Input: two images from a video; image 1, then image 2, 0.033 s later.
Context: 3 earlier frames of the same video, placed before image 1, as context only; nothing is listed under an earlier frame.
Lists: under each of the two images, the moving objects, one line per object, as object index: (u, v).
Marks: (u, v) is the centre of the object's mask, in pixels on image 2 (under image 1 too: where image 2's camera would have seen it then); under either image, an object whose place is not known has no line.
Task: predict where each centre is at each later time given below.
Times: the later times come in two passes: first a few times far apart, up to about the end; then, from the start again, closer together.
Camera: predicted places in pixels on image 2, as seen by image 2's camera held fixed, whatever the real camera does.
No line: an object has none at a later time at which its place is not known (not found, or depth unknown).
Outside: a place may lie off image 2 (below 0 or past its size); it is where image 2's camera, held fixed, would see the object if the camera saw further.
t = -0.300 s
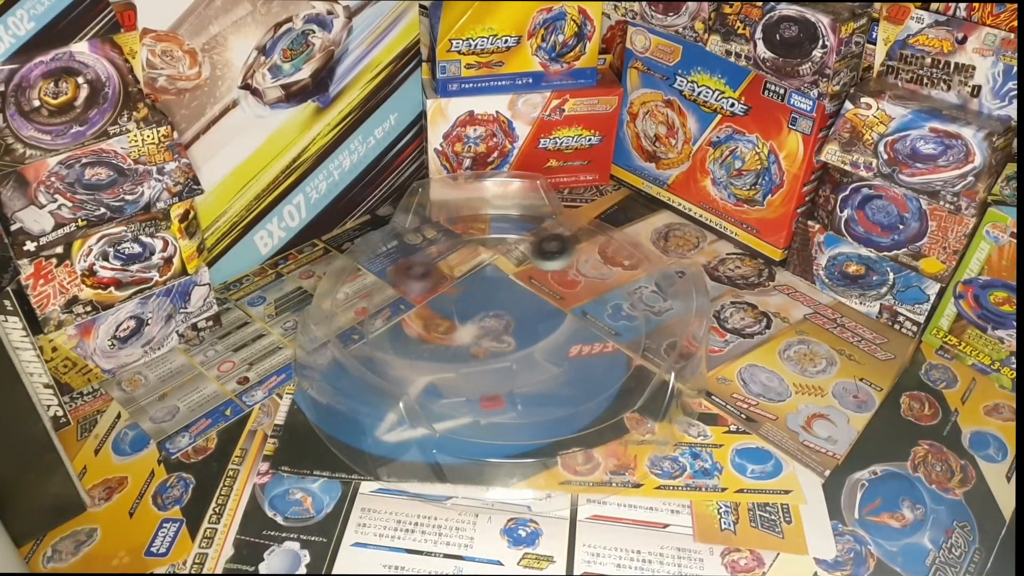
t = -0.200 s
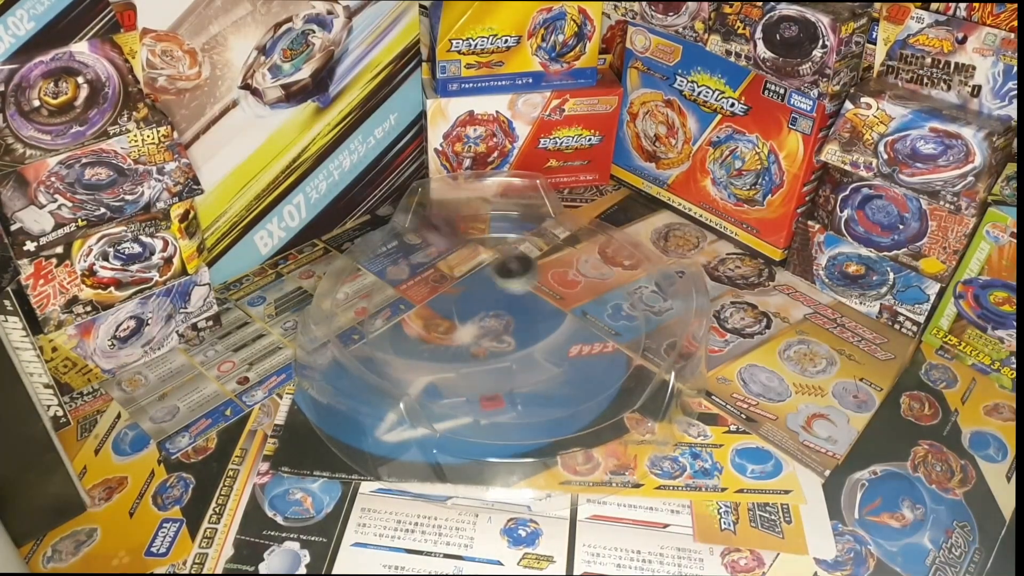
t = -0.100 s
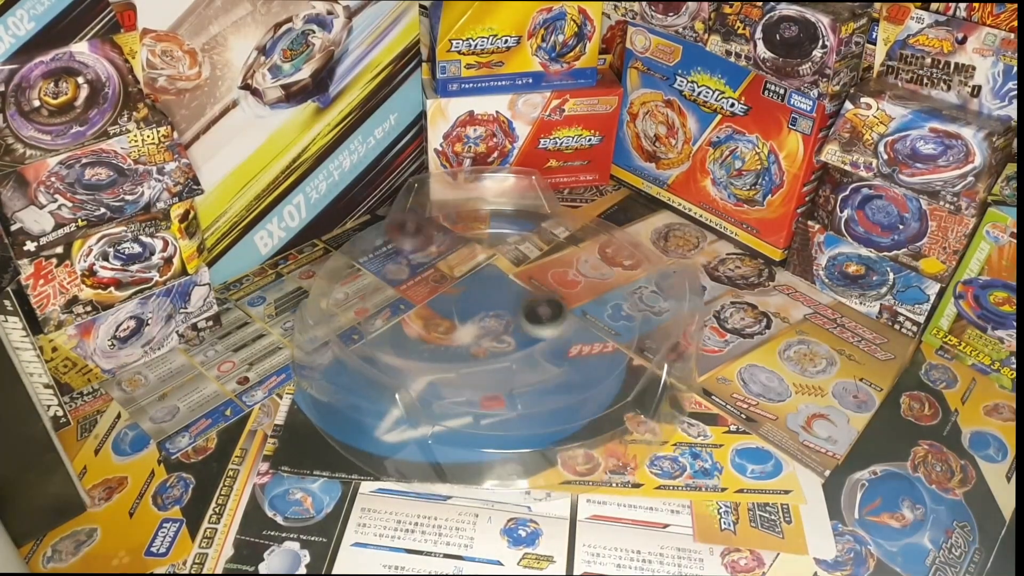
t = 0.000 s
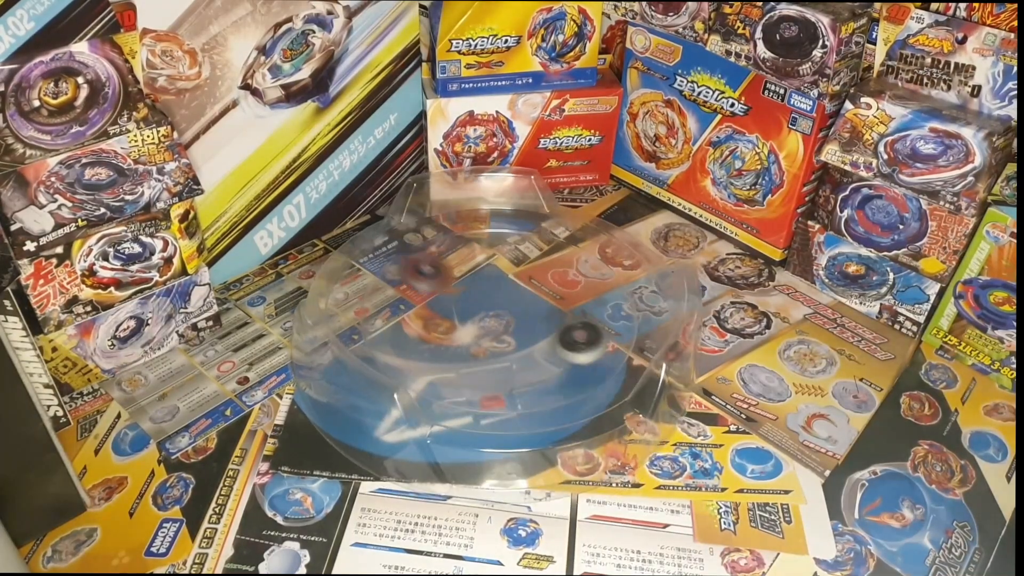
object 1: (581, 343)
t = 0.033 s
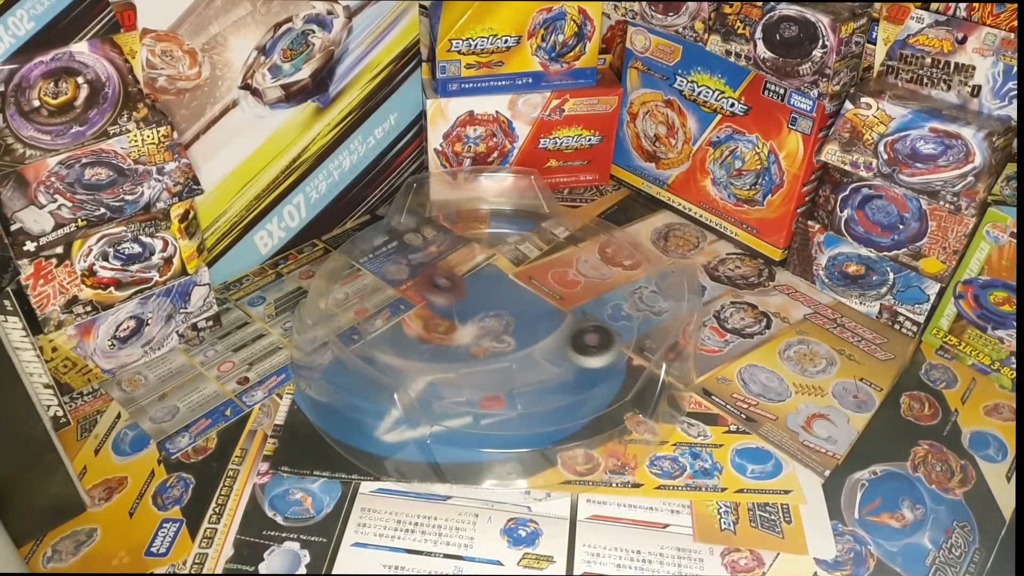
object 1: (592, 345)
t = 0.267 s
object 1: (596, 319)
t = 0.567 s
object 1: (490, 323)
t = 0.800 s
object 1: (432, 288)
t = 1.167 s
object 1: (485, 228)
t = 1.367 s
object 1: (527, 296)
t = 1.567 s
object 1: (470, 229)
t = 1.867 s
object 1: (402, 289)
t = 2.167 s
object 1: (557, 331)
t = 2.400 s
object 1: (592, 290)
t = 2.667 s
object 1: (486, 227)
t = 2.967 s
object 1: (422, 340)
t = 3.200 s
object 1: (609, 360)
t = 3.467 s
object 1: (623, 293)
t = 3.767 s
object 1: (533, 334)
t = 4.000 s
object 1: (500, 324)
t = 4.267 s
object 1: (531, 282)
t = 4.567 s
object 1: (452, 241)
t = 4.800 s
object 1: (441, 251)
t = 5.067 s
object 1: (495, 344)
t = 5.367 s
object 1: (614, 293)
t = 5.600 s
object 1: (521, 247)
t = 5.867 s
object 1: (428, 311)
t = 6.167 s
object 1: (559, 363)
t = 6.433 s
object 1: (581, 275)
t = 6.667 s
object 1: (471, 245)
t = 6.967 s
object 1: (422, 329)
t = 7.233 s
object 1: (570, 339)
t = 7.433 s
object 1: (587, 270)
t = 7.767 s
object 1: (450, 243)
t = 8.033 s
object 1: (463, 336)
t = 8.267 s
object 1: (589, 335)
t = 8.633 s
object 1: (536, 241)
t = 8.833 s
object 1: (447, 272)
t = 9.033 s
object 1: (451, 340)
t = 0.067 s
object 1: (603, 347)
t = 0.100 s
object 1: (614, 347)
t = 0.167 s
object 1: (615, 339)
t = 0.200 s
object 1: (609, 334)
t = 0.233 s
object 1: (602, 327)
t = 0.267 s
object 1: (596, 319)
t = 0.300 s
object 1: (590, 312)
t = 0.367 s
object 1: (576, 304)
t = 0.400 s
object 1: (565, 303)
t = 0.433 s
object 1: (549, 304)
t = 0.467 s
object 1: (535, 308)
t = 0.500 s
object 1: (519, 312)
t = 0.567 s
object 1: (490, 323)
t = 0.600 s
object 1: (478, 316)
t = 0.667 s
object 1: (455, 299)
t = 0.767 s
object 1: (435, 288)
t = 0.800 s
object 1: (432, 288)
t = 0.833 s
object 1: (429, 290)
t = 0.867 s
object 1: (427, 294)
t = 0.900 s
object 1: (426, 283)
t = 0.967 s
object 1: (424, 238)
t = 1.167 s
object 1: (485, 228)
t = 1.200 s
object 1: (496, 238)
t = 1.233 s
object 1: (504, 247)
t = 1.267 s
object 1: (514, 259)
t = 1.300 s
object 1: (519, 271)
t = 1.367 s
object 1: (527, 296)
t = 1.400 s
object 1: (528, 307)
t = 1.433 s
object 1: (526, 308)
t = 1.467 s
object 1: (513, 287)
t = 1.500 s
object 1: (499, 268)
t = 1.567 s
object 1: (470, 229)
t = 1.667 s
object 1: (439, 223)
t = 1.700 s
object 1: (430, 230)
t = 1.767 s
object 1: (418, 253)
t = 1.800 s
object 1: (413, 266)
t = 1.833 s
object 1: (408, 278)
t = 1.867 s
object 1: (402, 289)
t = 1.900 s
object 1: (401, 304)
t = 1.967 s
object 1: (424, 330)
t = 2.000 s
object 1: (443, 339)
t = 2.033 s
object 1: (466, 345)
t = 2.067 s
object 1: (489, 346)
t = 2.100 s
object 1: (514, 345)
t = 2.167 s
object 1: (557, 331)
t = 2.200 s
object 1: (572, 325)
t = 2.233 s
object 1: (583, 322)
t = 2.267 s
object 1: (589, 318)
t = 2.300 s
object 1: (595, 313)
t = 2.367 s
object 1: (595, 298)
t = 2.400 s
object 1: (592, 290)
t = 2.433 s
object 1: (587, 282)
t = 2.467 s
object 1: (580, 273)
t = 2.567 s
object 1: (543, 243)
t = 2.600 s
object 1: (528, 235)
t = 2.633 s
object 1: (506, 229)
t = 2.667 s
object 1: (486, 227)
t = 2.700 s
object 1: (464, 227)
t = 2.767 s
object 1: (427, 241)
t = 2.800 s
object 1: (411, 250)
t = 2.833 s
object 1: (403, 268)
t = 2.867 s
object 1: (399, 285)
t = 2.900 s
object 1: (399, 302)
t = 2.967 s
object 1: (422, 340)
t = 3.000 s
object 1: (444, 358)
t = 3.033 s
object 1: (471, 370)
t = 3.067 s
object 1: (502, 379)
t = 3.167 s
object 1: (592, 375)
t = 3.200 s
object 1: (609, 360)
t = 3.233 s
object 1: (618, 346)
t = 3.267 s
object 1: (627, 330)
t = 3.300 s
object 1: (632, 312)
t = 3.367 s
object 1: (625, 276)
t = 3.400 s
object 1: (623, 269)
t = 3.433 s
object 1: (624, 276)
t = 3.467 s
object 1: (623, 293)
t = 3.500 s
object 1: (617, 302)
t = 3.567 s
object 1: (600, 318)
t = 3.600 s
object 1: (590, 324)
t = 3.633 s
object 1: (579, 328)
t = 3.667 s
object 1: (567, 331)
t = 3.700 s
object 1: (556, 333)
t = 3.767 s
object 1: (533, 334)
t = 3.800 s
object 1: (524, 334)
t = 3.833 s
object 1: (515, 333)
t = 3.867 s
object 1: (509, 331)
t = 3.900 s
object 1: (504, 330)
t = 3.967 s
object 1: (499, 327)
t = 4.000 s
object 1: (500, 324)
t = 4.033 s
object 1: (504, 321)
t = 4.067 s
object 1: (507, 313)
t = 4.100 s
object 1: (515, 305)
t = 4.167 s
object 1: (526, 290)
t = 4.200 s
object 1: (530, 286)
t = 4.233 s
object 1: (531, 283)
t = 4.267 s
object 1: (531, 282)
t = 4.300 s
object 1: (528, 282)
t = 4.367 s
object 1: (517, 290)
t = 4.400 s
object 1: (509, 296)
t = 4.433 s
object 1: (501, 303)
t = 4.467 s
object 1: (488, 289)
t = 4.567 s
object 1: (452, 241)
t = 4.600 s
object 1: (442, 230)
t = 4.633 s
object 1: (437, 223)
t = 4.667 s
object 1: (436, 221)
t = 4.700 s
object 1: (436, 228)
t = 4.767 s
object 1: (439, 241)
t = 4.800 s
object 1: (441, 251)
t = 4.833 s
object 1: (444, 263)
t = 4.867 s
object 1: (445, 276)
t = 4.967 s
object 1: (456, 317)
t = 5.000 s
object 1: (465, 328)
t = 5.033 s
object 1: (480, 338)
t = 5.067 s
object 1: (495, 344)
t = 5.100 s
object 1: (514, 349)
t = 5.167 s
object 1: (555, 349)
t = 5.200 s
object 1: (571, 345)
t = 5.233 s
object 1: (586, 338)
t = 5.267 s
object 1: (600, 329)
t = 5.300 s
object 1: (608, 318)
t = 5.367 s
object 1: (614, 293)
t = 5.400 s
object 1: (609, 282)
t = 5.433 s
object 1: (600, 272)
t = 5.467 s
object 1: (590, 263)
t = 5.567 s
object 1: (539, 246)
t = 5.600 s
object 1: (521, 247)
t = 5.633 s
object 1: (502, 248)
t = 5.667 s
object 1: (486, 251)
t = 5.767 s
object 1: (443, 275)
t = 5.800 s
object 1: (434, 286)
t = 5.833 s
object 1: (429, 298)
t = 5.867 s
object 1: (428, 311)
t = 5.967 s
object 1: (448, 346)
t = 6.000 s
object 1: (460, 355)
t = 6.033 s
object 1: (477, 362)
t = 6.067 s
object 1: (497, 367)
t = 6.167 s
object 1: (559, 363)
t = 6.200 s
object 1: (574, 356)
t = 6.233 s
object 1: (588, 346)
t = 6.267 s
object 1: (597, 335)
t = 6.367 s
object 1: (598, 297)
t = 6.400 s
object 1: (591, 285)
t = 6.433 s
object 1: (581, 275)
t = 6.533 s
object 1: (537, 251)
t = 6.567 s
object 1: (519, 248)
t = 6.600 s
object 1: (504, 245)
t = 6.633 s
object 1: (487, 244)
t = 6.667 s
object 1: (471, 245)
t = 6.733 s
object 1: (438, 254)
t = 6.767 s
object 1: (426, 261)
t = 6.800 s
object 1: (415, 271)
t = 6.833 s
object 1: (408, 280)
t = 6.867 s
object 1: (404, 292)
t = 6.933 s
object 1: (410, 317)
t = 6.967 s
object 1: (422, 329)
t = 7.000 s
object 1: (437, 340)
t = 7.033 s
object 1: (454, 349)
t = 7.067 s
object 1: (473, 354)
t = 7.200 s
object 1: (554, 348)
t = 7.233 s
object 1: (570, 339)
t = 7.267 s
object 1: (580, 329)
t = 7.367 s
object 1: (593, 293)
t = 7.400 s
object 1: (592, 281)
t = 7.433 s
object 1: (587, 270)
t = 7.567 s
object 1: (542, 236)
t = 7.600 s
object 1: (527, 232)
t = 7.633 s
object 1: (509, 230)
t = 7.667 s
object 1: (493, 230)
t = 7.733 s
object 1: (464, 236)
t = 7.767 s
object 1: (450, 243)
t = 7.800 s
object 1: (439, 253)
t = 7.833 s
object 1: (431, 264)
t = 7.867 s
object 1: (426, 276)
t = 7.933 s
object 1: (429, 304)
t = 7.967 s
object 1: (436, 315)
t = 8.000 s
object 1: (449, 327)
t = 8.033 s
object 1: (463, 336)
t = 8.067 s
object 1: (479, 343)
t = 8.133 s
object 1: (518, 351)
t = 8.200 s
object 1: (559, 348)
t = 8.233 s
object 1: (574, 343)
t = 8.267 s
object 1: (589, 335)
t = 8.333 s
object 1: (609, 315)
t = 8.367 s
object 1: (613, 304)
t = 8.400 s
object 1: (615, 291)
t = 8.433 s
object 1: (612, 280)
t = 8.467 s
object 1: (605, 270)
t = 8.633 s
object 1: (536, 241)
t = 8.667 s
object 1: (518, 241)
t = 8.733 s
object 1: (485, 249)
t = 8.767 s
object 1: (471, 254)
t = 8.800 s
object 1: (457, 263)
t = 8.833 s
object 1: (447, 272)
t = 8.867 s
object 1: (440, 283)
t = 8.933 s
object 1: (434, 307)
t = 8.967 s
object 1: (436, 319)
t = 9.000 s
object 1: (441, 329)
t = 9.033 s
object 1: (451, 340)
